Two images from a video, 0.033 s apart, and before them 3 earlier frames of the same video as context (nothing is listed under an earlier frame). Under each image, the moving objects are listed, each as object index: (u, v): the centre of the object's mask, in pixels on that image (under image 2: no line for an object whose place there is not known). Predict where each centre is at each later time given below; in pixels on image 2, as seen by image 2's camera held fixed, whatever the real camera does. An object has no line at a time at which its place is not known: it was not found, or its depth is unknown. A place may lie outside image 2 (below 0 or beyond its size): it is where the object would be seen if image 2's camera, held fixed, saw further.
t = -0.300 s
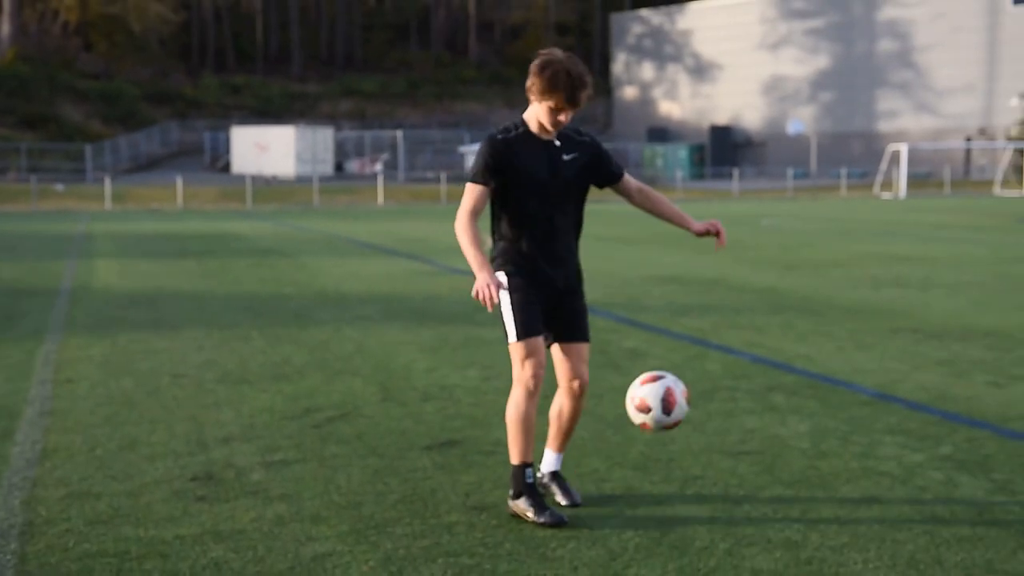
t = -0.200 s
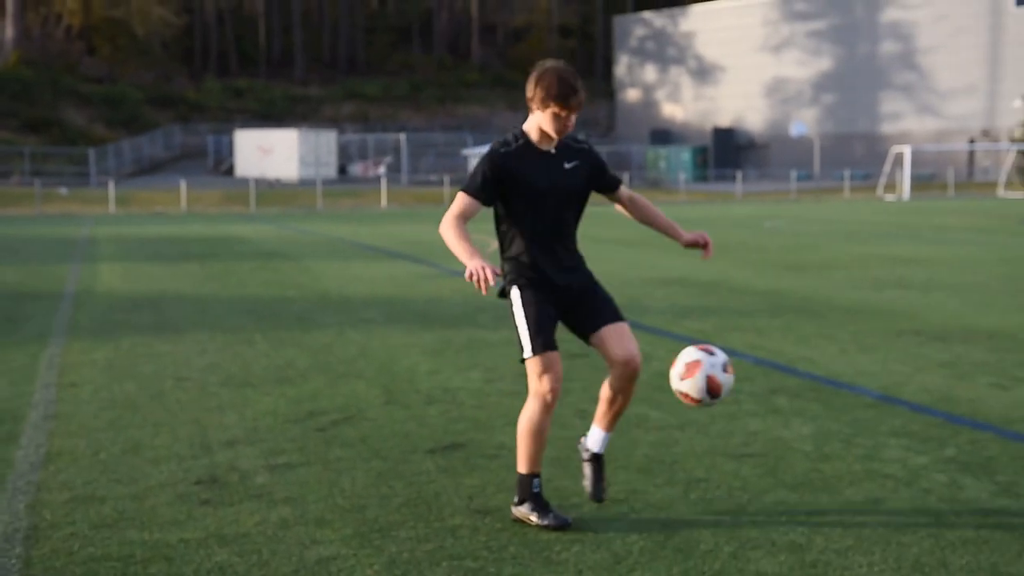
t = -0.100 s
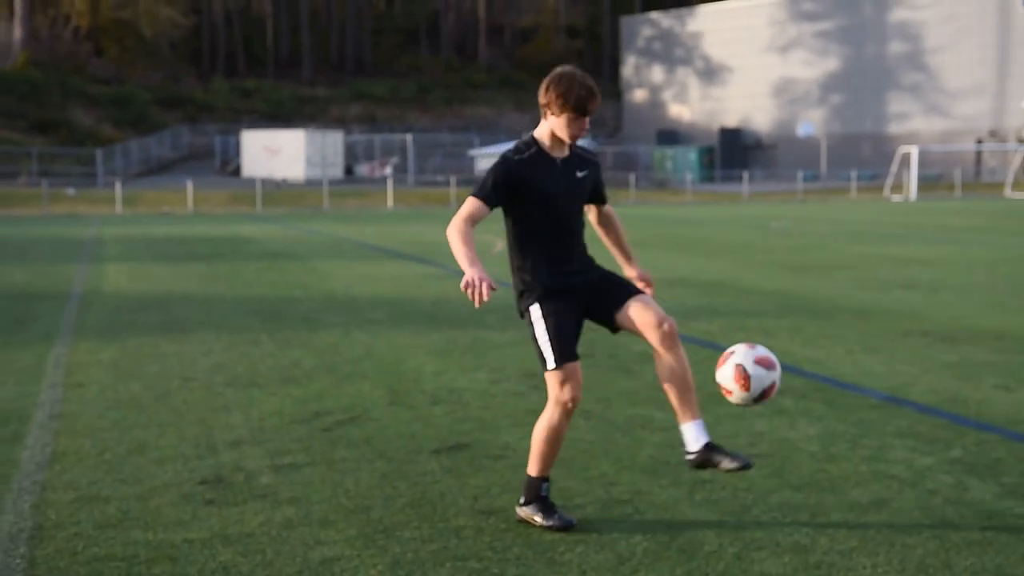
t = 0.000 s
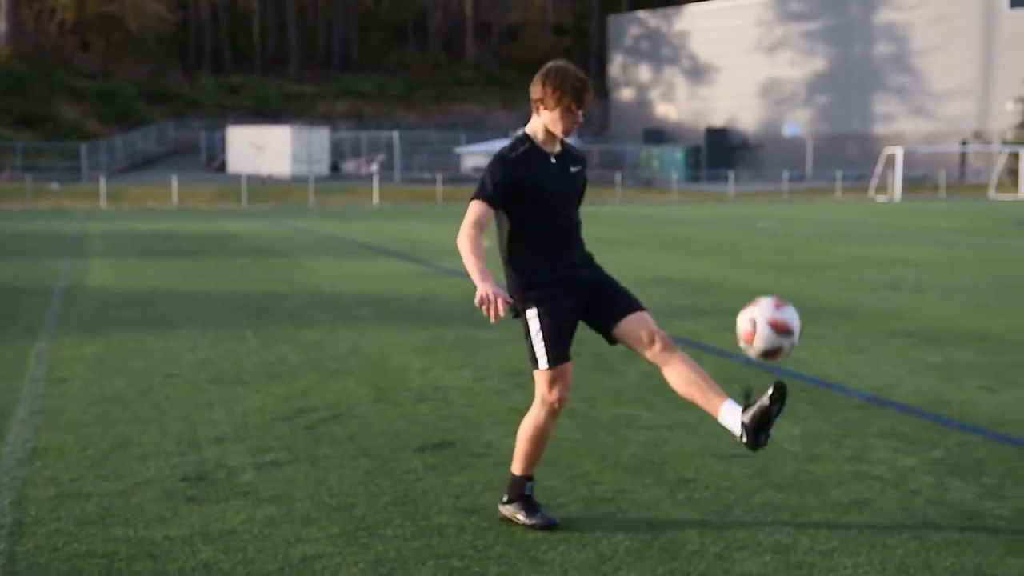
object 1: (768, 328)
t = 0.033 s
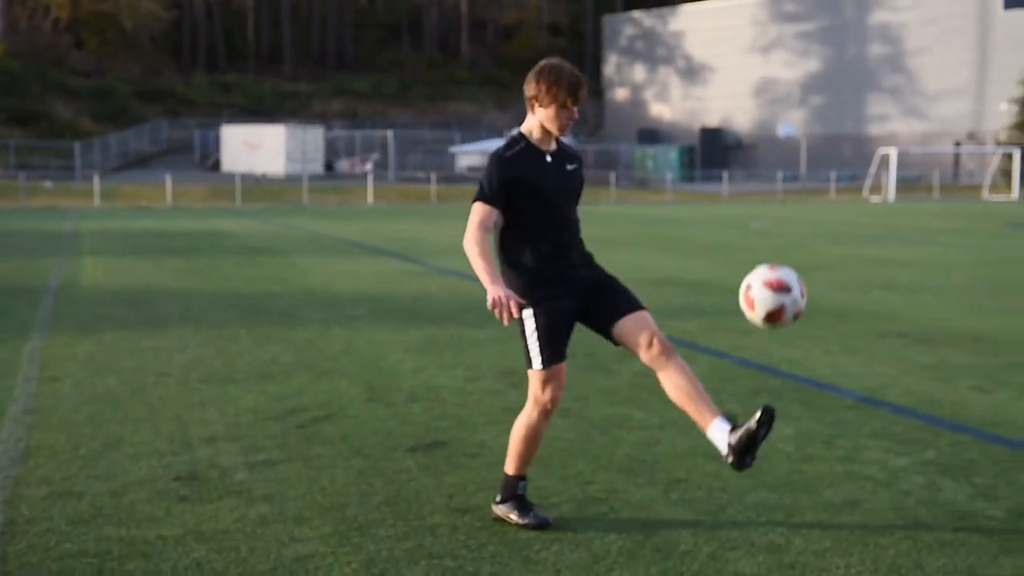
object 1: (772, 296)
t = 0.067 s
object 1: (783, 266)
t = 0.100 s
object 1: (793, 237)
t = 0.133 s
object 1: (804, 212)
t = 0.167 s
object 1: (813, 190)
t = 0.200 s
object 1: (823, 170)
